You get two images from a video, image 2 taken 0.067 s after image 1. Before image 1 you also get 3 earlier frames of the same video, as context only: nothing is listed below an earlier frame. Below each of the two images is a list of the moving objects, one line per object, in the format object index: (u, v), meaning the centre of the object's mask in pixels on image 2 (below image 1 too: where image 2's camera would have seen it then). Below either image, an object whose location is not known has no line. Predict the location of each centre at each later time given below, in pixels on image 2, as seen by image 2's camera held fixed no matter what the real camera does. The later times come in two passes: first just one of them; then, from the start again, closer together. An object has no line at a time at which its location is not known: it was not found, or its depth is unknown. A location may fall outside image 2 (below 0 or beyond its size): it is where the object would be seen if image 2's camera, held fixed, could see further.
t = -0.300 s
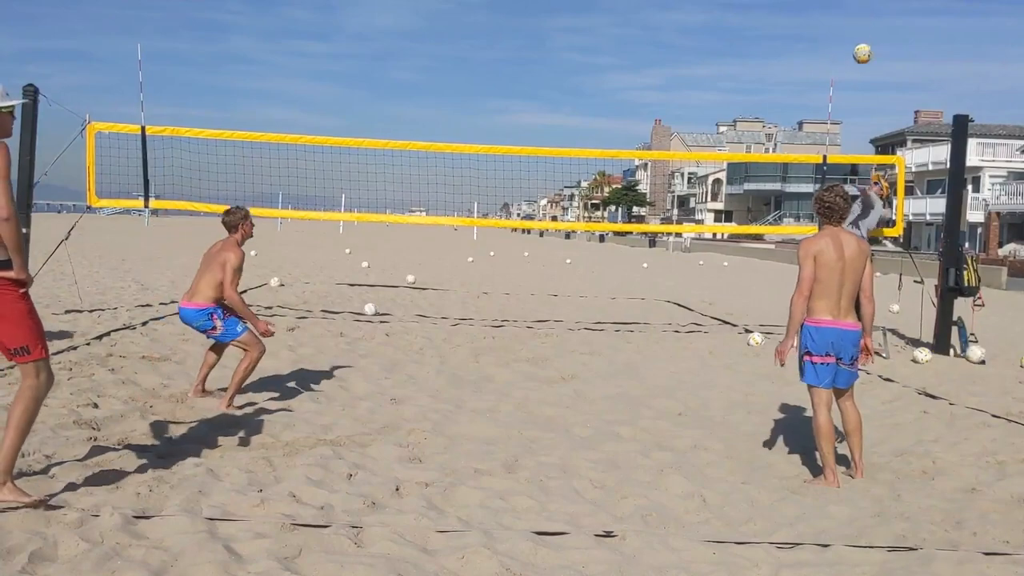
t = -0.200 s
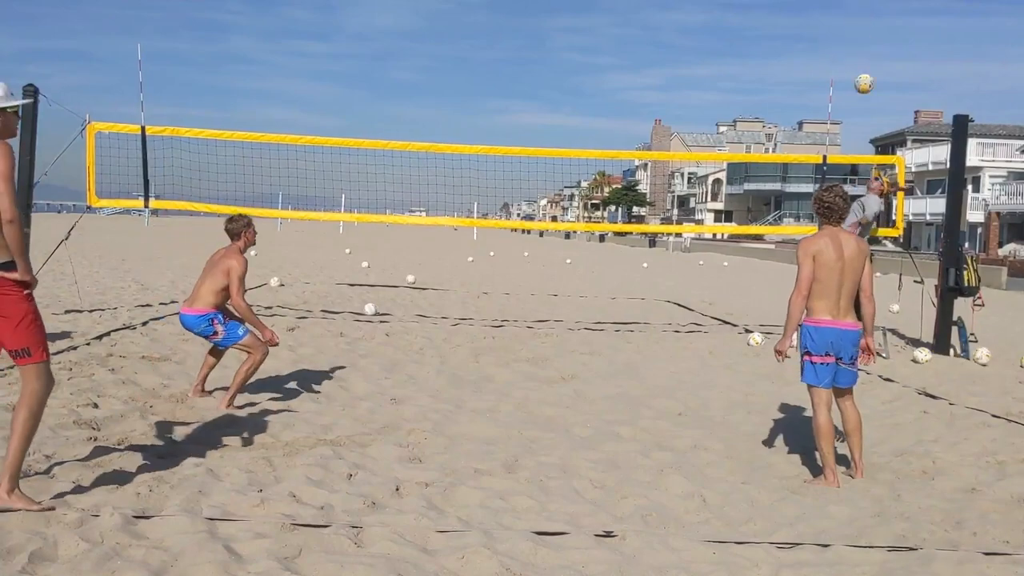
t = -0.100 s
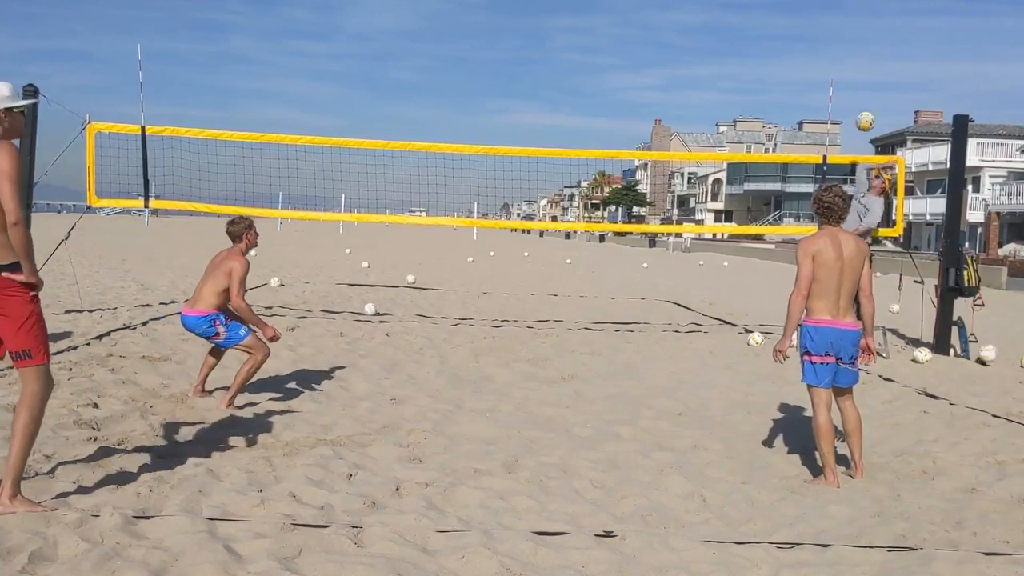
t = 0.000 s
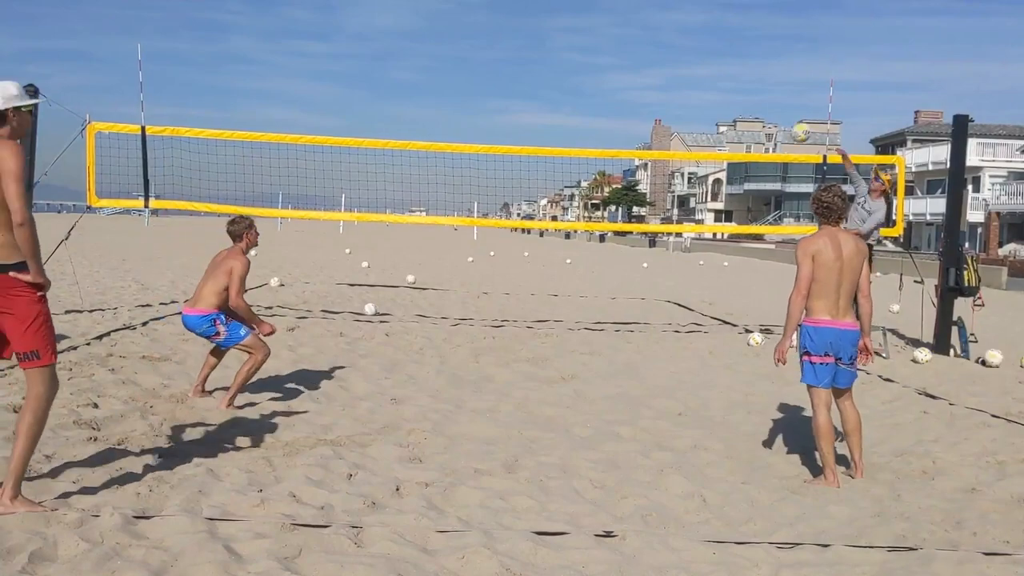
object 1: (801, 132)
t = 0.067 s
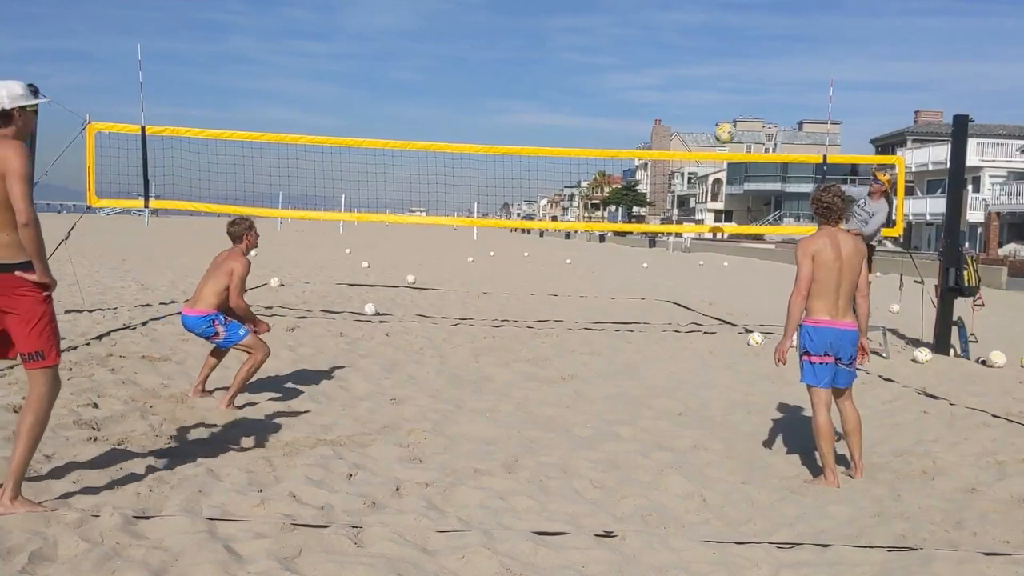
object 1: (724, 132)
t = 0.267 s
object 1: (471, 179)
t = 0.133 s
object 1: (644, 141)
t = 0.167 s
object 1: (602, 148)
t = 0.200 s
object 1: (560, 157)
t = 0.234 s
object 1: (515, 167)
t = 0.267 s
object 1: (471, 179)
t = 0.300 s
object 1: (424, 193)
